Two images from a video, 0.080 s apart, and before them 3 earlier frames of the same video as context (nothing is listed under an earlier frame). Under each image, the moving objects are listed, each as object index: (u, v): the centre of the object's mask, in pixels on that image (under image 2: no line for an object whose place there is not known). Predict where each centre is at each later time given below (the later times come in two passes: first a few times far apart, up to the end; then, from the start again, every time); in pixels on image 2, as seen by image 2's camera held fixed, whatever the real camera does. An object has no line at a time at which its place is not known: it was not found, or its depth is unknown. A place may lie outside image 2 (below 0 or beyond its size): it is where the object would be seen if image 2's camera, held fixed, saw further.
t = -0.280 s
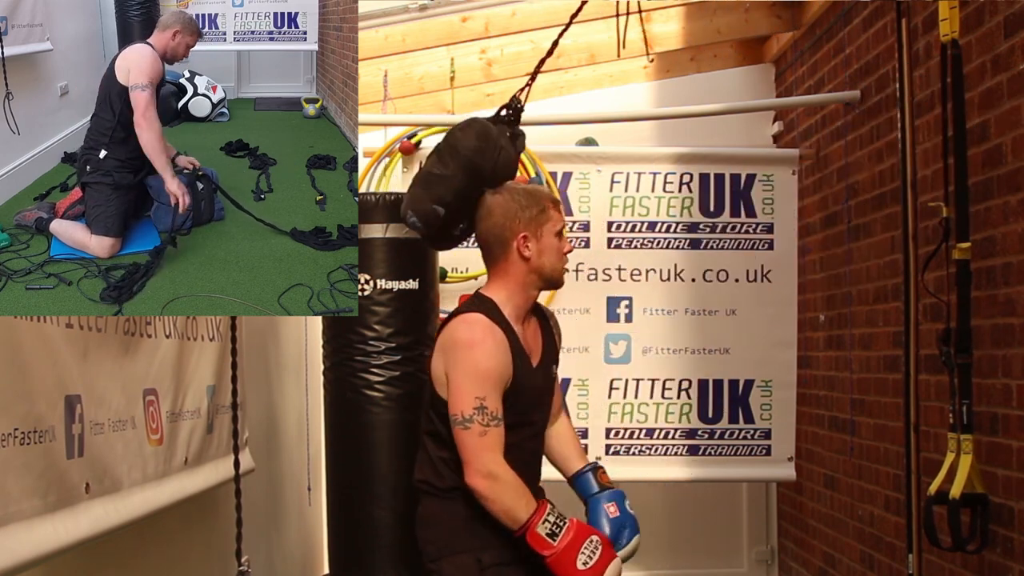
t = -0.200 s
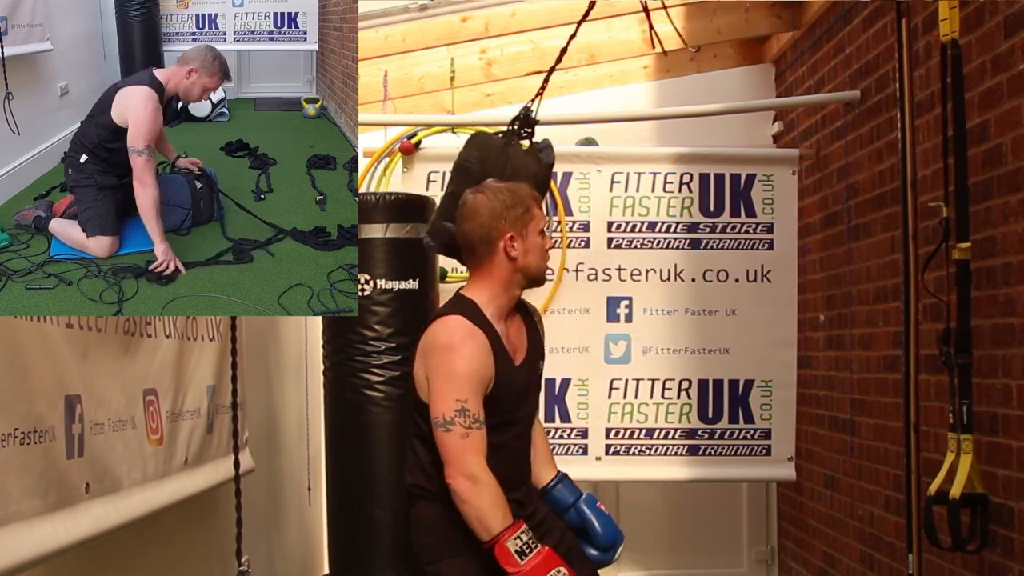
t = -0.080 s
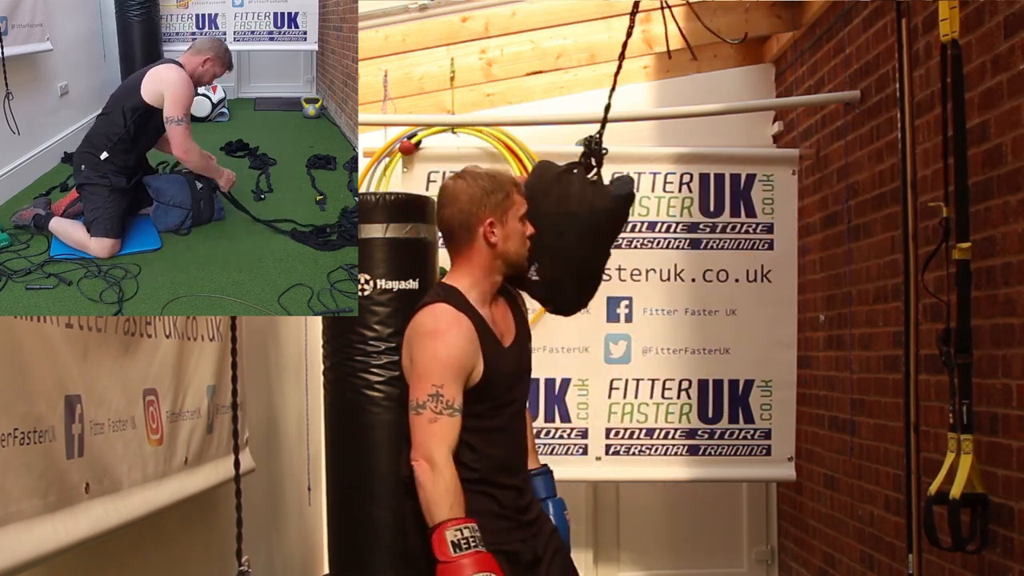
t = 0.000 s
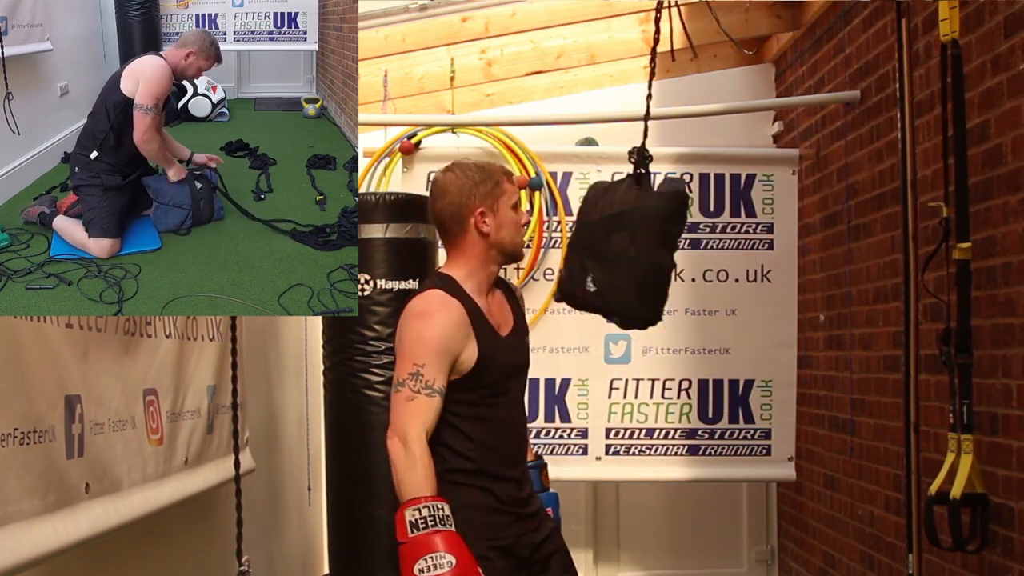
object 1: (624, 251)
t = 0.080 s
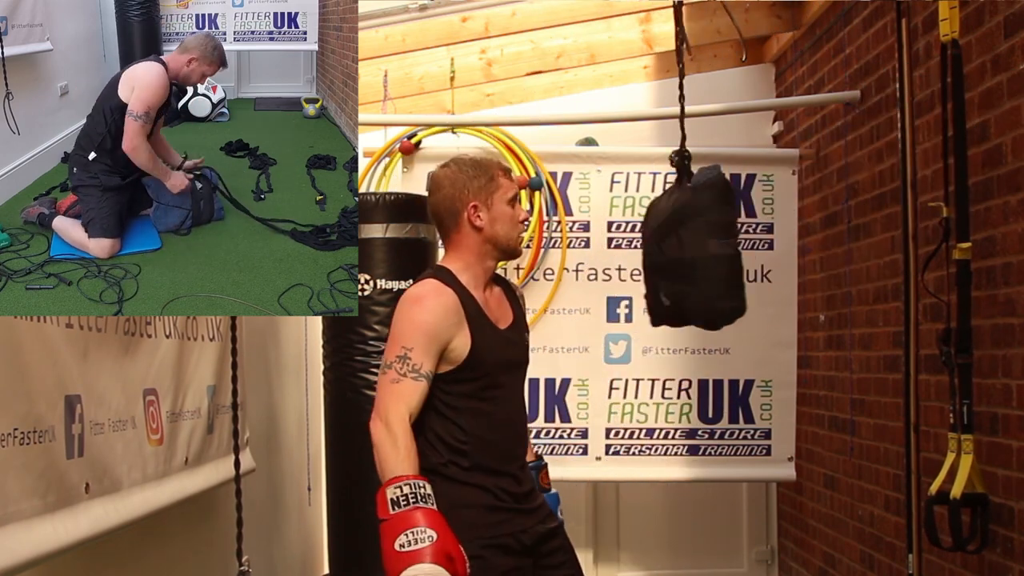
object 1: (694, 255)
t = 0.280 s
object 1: (853, 208)
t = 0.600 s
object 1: (947, 140)
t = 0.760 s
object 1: (913, 172)
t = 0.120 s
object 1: (729, 251)
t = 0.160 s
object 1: (765, 243)
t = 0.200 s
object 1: (797, 232)
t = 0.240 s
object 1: (827, 220)
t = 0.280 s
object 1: (853, 208)
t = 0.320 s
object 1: (877, 195)
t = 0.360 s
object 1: (896, 182)
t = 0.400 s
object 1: (914, 171)
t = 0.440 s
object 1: (928, 159)
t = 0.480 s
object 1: (939, 150)
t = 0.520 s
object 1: (945, 144)
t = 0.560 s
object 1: (947, 140)
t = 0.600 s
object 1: (947, 140)
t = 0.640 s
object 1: (945, 142)
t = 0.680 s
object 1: (940, 149)
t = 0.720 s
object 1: (929, 159)
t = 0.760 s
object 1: (913, 172)
